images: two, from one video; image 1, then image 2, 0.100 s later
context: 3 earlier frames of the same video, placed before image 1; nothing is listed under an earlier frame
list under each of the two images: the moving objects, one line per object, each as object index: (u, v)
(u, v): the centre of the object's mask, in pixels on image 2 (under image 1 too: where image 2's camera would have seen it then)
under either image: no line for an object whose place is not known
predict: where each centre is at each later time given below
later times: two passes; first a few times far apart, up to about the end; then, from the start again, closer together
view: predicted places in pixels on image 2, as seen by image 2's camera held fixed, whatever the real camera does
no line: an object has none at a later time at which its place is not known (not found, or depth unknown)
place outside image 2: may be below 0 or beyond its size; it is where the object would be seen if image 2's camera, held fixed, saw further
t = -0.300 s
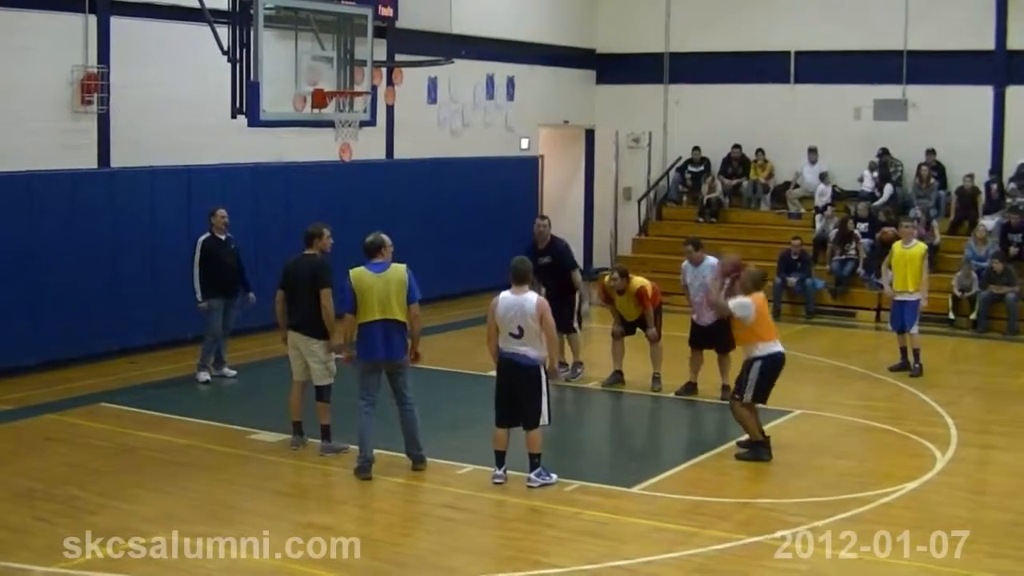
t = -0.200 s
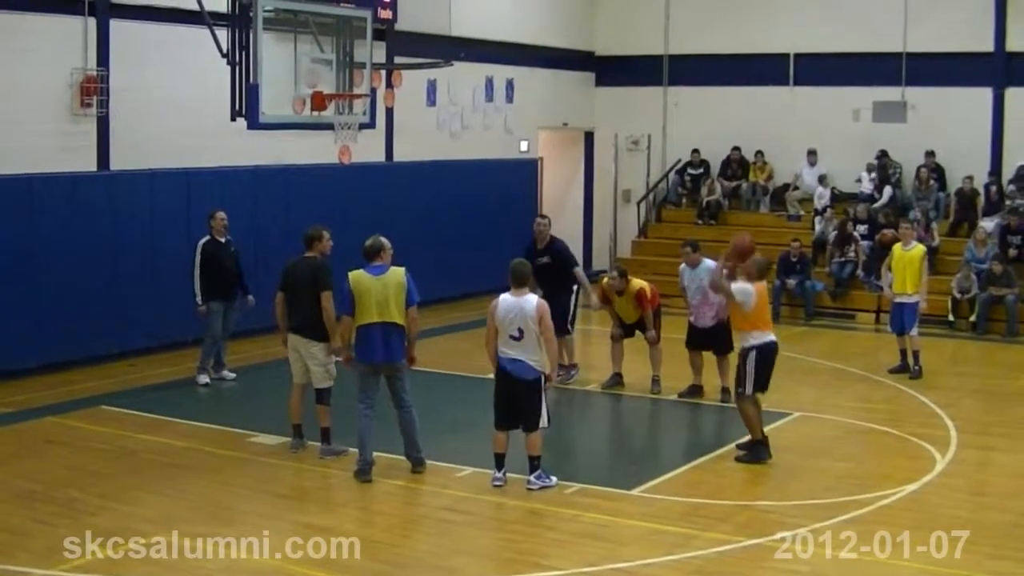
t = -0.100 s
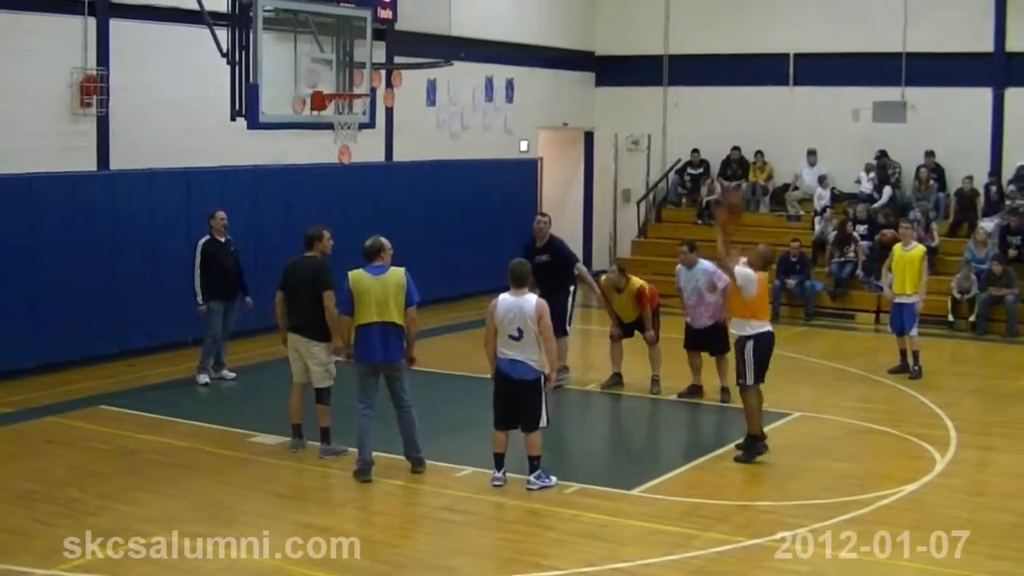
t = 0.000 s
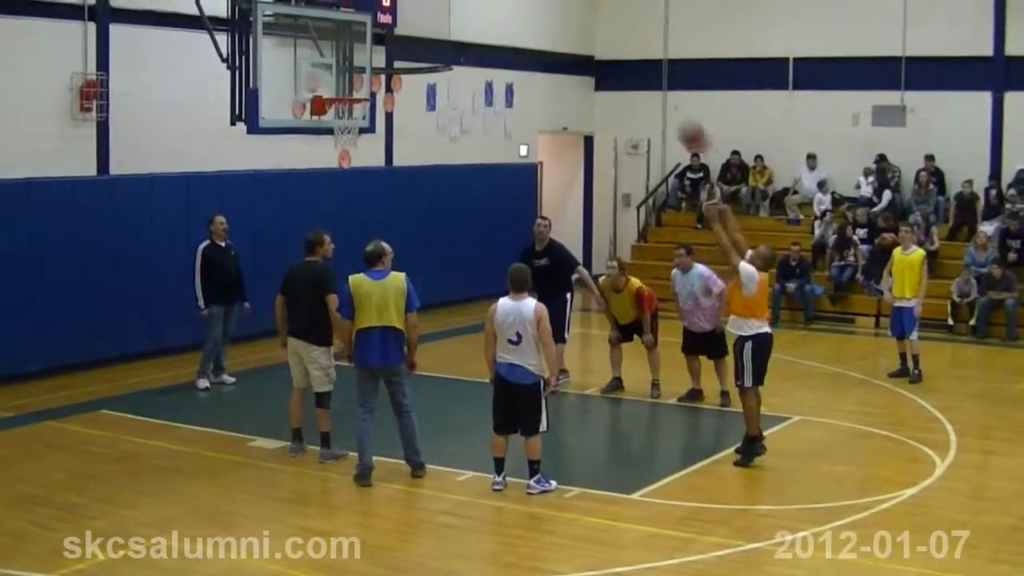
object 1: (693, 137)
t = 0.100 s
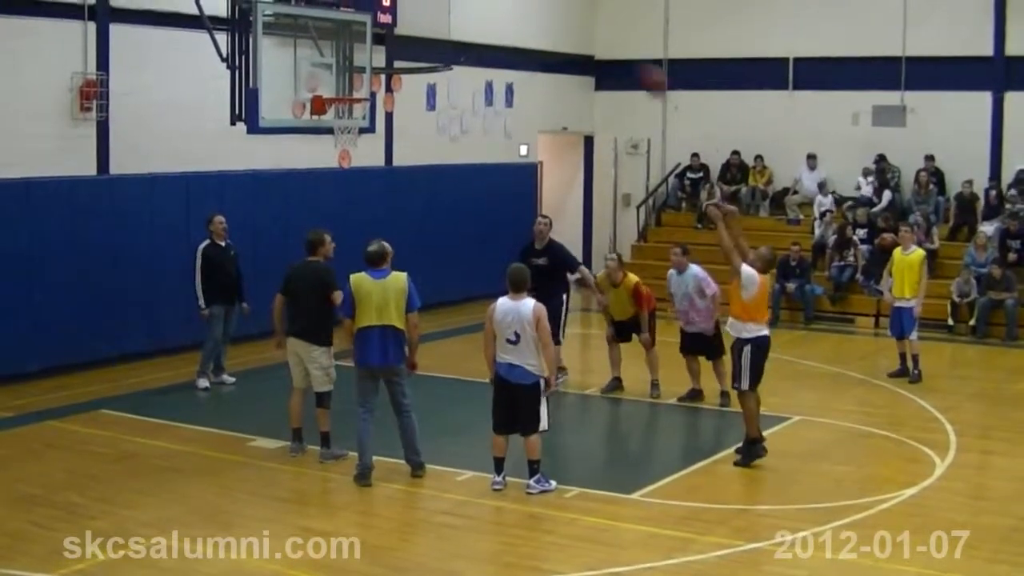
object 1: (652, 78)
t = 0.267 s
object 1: (588, 15)
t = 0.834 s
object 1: (392, 22)
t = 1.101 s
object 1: (350, 63)
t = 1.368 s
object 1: (397, 13)
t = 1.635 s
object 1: (447, 37)
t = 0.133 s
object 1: (642, 66)
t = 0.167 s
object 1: (626, 50)
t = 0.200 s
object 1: (613, 38)
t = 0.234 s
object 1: (600, 26)
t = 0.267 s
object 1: (588, 15)
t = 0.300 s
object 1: (576, 9)
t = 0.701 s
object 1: (434, 2)
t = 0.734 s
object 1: (423, 5)
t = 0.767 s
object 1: (412, 8)
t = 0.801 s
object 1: (403, 16)
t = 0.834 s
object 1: (392, 22)
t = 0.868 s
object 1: (381, 34)
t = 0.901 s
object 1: (371, 47)
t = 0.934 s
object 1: (359, 62)
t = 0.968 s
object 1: (350, 73)
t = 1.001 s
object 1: (338, 87)
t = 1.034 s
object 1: (340, 84)
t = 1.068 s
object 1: (344, 74)
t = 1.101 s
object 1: (350, 63)
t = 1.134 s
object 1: (356, 52)
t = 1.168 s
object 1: (362, 43)
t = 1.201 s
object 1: (366, 36)
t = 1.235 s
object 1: (373, 29)
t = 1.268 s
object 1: (379, 23)
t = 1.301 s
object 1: (385, 17)
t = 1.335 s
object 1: (388, 17)
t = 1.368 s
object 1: (397, 13)
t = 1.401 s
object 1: (403, 13)
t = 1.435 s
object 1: (409, 12)
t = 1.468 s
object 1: (415, 14)
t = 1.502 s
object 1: (422, 16)
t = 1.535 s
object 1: (428, 20)
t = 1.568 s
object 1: (434, 25)
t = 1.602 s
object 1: (440, 30)
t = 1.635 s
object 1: (447, 37)
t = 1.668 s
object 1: (455, 46)
